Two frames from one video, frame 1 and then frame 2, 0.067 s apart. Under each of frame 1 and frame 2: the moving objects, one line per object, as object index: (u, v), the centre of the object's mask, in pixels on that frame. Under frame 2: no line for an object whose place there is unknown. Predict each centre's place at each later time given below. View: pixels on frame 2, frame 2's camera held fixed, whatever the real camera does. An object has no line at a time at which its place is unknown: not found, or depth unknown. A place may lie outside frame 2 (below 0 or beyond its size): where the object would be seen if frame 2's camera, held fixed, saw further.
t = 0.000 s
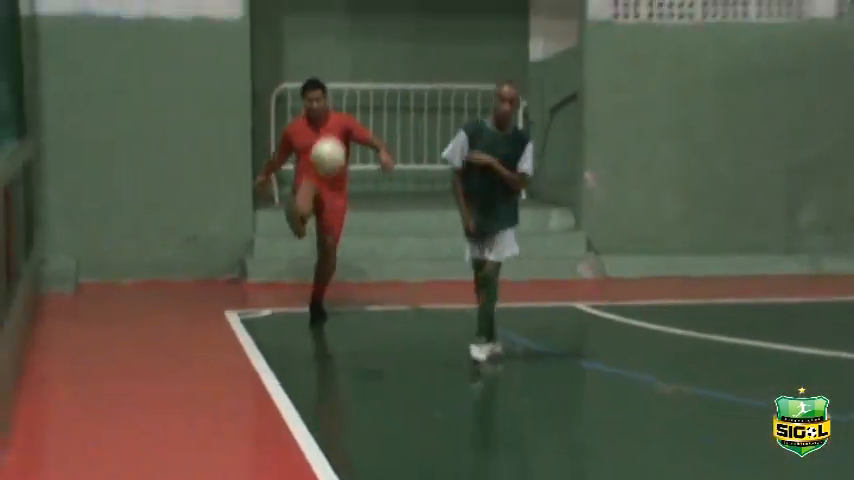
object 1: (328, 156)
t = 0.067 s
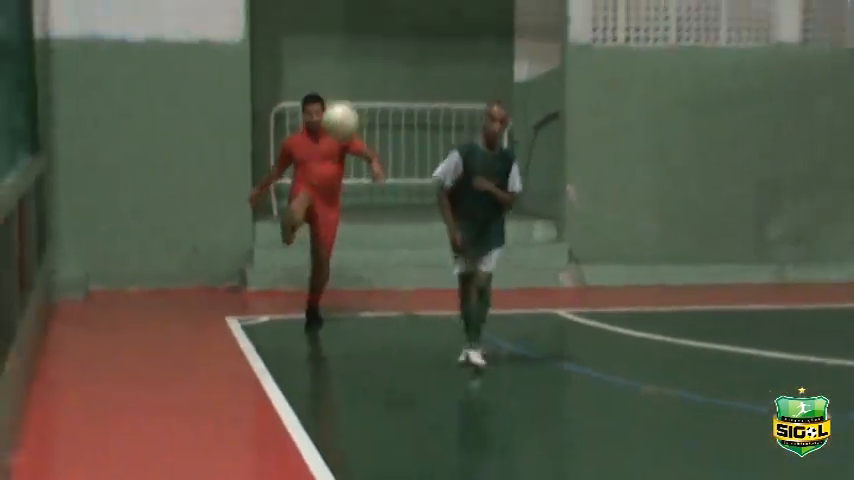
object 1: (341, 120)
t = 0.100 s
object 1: (346, 97)
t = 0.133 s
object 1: (354, 75)
